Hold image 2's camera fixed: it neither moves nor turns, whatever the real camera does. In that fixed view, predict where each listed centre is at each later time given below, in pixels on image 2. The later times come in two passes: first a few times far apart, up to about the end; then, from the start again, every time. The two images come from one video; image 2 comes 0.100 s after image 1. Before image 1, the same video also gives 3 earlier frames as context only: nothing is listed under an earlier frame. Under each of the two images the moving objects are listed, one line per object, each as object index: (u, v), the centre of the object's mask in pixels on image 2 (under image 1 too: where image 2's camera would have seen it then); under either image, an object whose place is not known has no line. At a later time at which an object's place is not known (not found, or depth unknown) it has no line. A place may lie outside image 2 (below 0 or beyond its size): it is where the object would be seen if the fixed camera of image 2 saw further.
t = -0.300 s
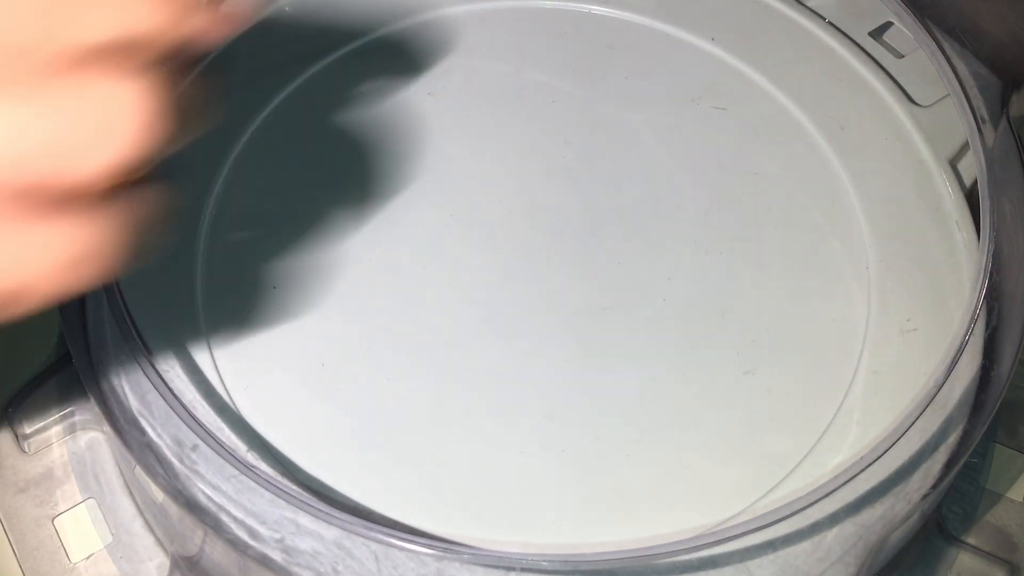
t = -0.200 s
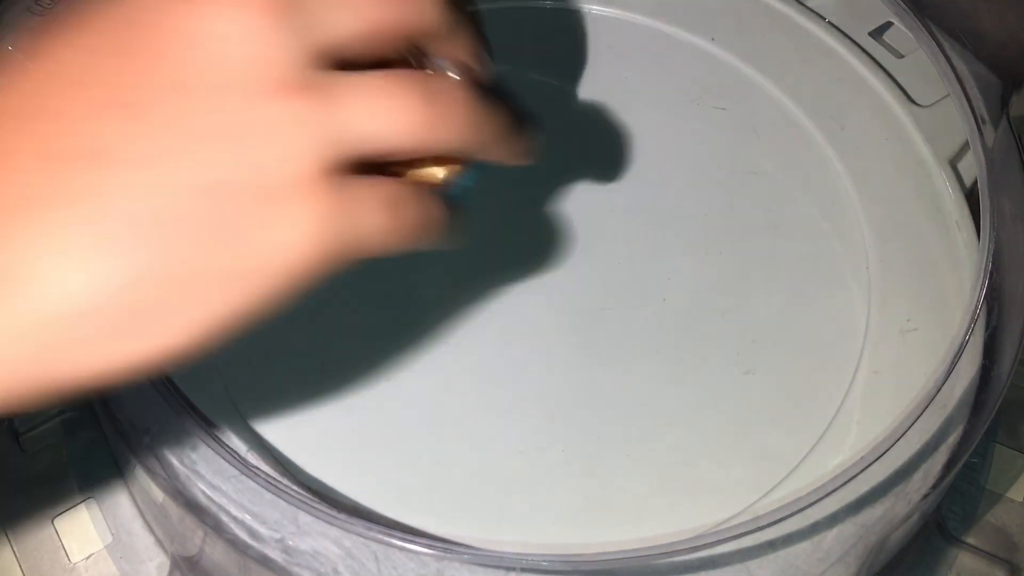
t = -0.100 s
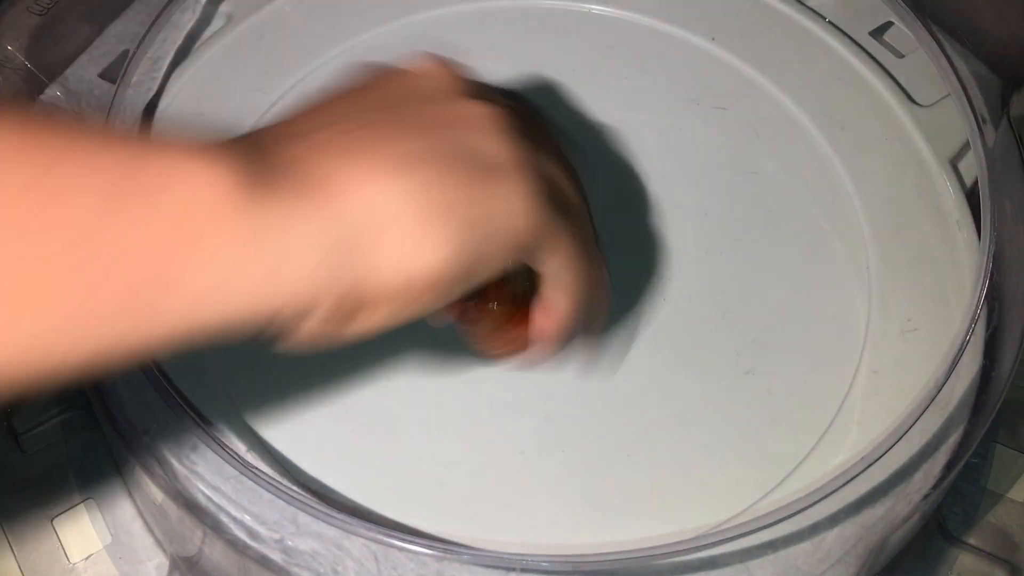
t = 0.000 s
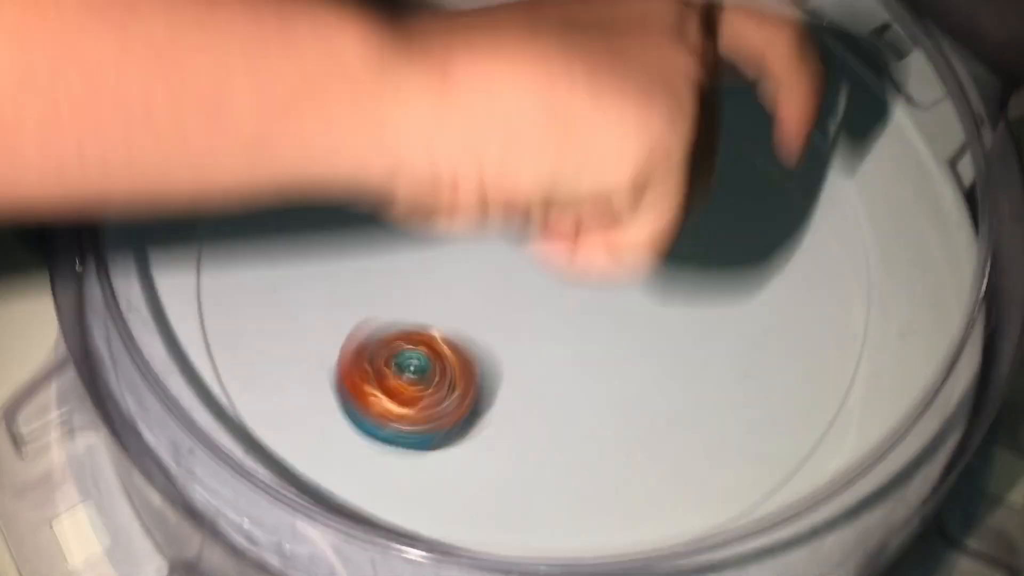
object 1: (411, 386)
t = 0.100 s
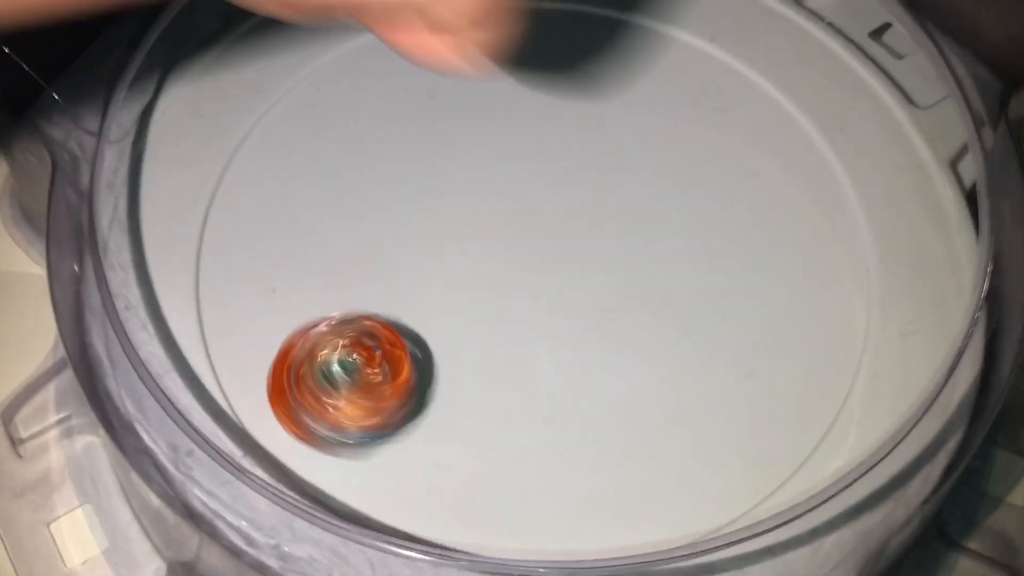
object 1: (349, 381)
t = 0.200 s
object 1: (361, 338)
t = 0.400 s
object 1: (480, 274)
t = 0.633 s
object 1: (639, 187)
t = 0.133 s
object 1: (347, 373)
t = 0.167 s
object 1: (353, 356)
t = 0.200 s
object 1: (361, 338)
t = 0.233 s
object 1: (378, 325)
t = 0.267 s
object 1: (395, 311)
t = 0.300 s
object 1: (415, 300)
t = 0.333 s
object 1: (437, 292)
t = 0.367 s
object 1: (457, 282)
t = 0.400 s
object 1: (480, 274)
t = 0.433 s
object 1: (505, 265)
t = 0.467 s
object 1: (529, 259)
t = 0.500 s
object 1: (555, 249)
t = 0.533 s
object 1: (581, 236)
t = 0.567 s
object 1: (605, 222)
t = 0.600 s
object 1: (625, 205)
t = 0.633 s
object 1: (639, 187)
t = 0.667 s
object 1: (648, 168)
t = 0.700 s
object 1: (649, 149)
